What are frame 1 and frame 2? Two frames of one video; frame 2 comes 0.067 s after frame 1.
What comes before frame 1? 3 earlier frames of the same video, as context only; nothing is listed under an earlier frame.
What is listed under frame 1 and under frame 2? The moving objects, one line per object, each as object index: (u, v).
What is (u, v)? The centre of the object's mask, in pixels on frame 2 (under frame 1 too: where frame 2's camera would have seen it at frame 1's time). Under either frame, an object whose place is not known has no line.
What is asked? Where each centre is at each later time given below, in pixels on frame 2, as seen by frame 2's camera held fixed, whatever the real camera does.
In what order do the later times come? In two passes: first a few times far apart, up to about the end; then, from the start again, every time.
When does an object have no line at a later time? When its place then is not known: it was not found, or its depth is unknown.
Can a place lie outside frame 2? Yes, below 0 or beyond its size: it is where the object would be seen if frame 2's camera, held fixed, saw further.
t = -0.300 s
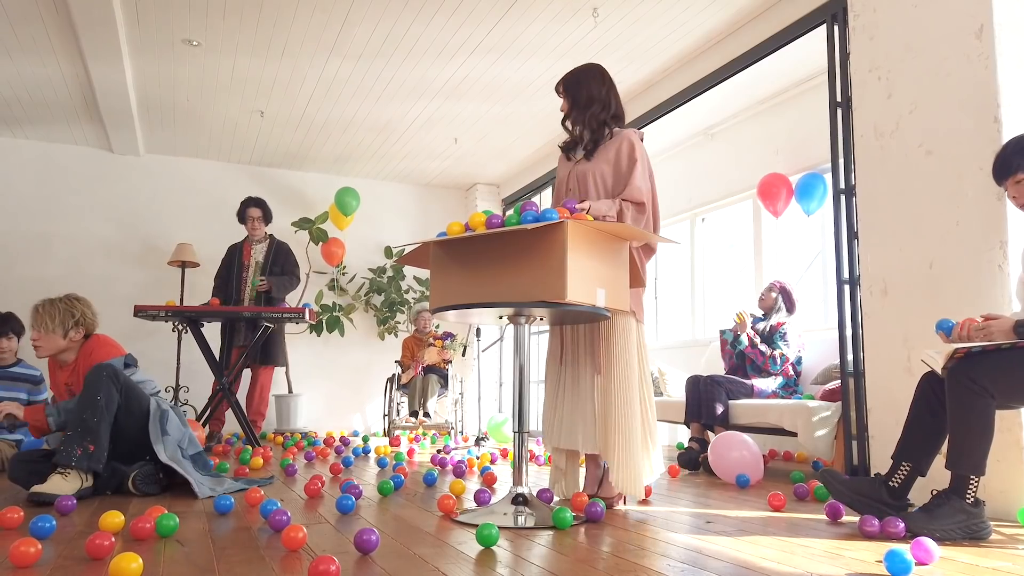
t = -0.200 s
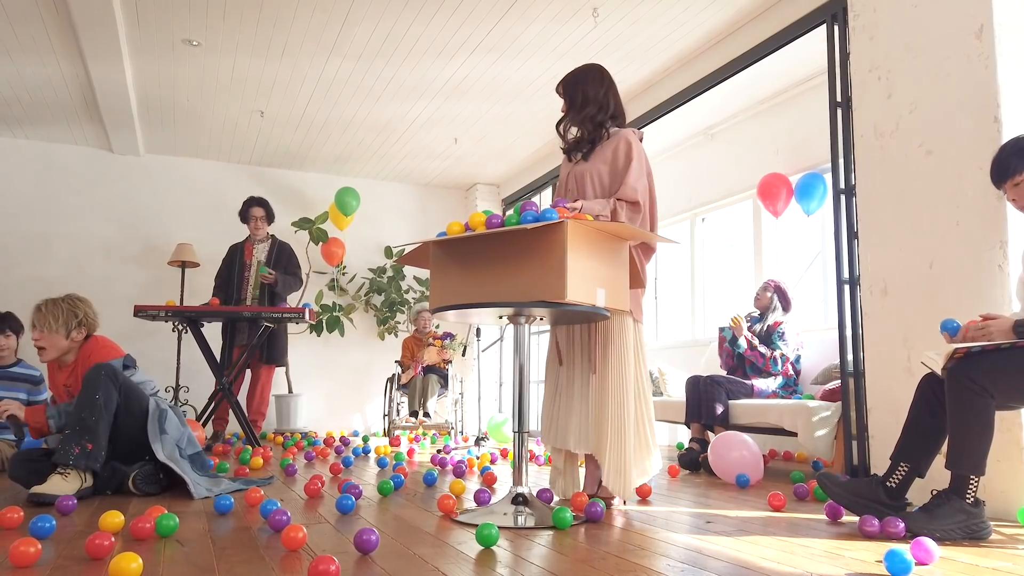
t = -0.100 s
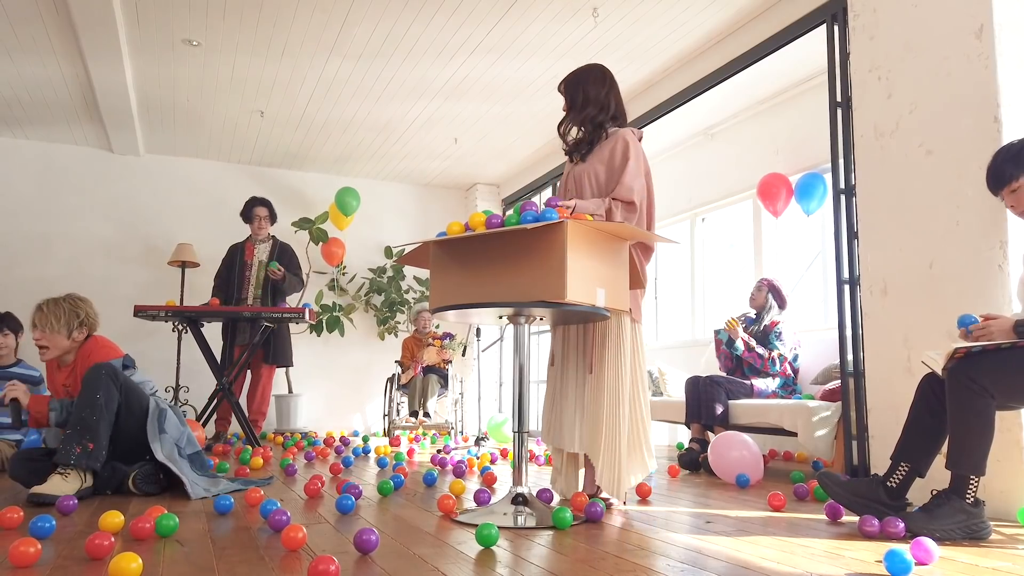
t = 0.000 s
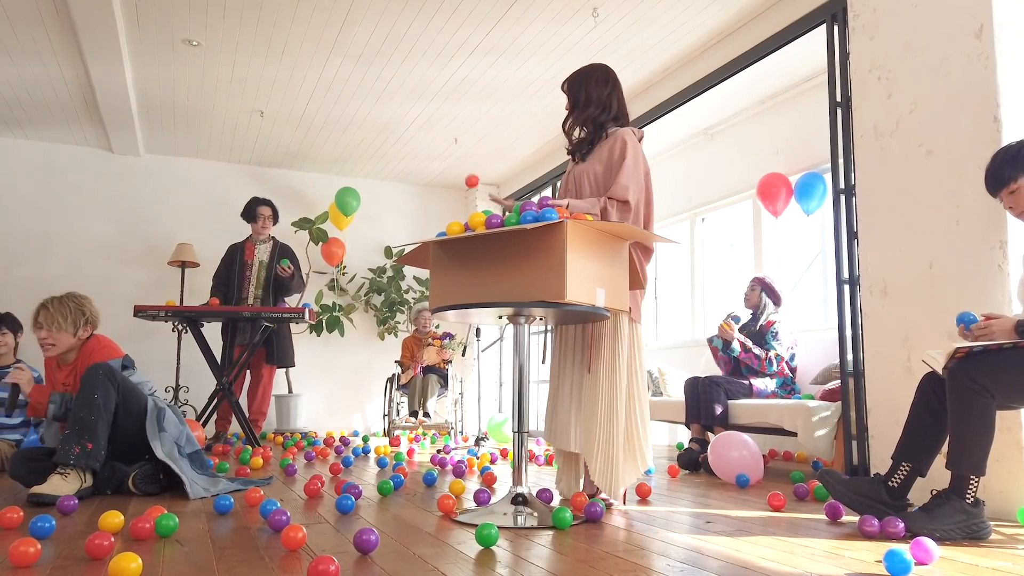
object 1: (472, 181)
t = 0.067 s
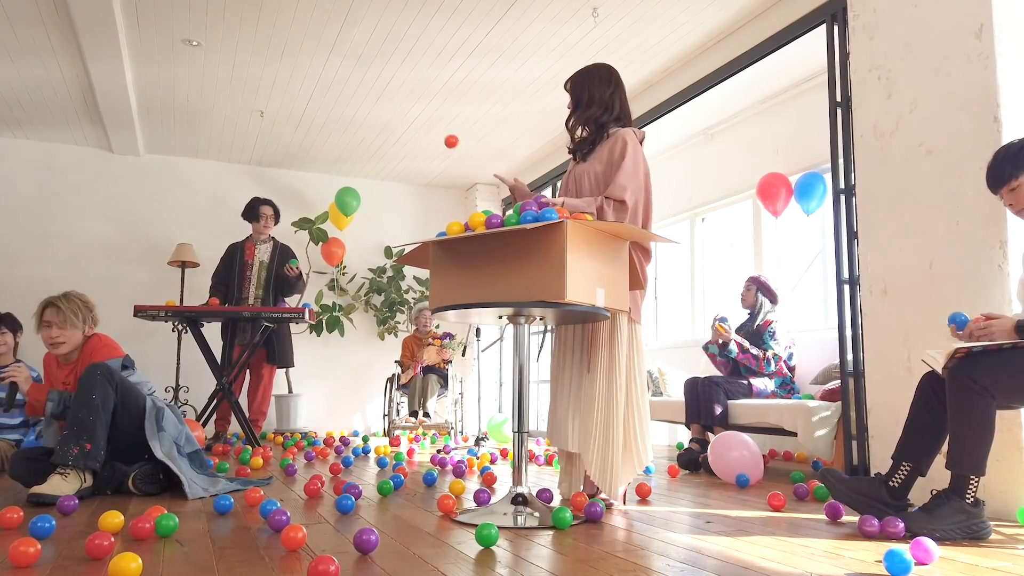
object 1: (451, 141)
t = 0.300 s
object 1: (380, 89)
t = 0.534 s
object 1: (315, 152)
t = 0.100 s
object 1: (441, 125)
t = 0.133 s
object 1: (430, 112)
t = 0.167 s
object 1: (420, 103)
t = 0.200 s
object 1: (410, 96)
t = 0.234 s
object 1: (400, 91)
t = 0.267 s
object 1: (390, 89)
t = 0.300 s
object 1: (380, 89)
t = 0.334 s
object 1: (370, 91)
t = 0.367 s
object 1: (360, 96)
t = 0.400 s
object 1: (351, 102)
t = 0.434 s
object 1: (342, 112)
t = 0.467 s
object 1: (332, 123)
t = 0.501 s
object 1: (324, 137)
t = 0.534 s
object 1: (315, 152)
